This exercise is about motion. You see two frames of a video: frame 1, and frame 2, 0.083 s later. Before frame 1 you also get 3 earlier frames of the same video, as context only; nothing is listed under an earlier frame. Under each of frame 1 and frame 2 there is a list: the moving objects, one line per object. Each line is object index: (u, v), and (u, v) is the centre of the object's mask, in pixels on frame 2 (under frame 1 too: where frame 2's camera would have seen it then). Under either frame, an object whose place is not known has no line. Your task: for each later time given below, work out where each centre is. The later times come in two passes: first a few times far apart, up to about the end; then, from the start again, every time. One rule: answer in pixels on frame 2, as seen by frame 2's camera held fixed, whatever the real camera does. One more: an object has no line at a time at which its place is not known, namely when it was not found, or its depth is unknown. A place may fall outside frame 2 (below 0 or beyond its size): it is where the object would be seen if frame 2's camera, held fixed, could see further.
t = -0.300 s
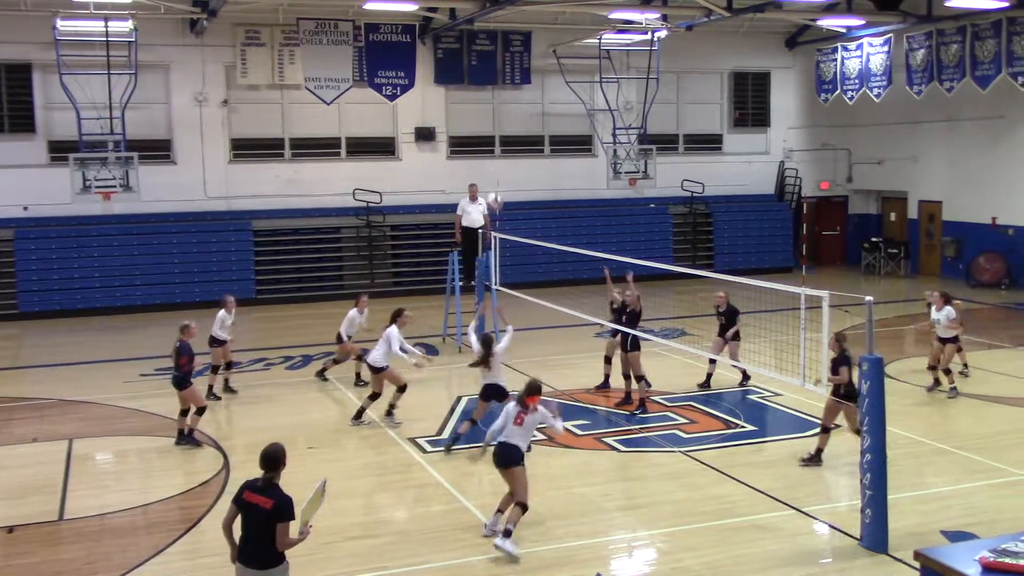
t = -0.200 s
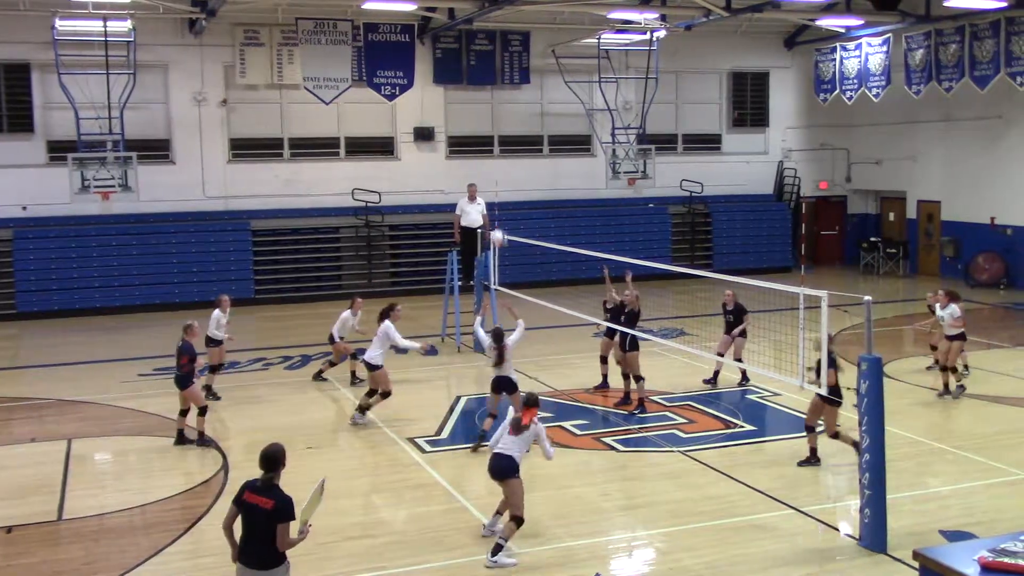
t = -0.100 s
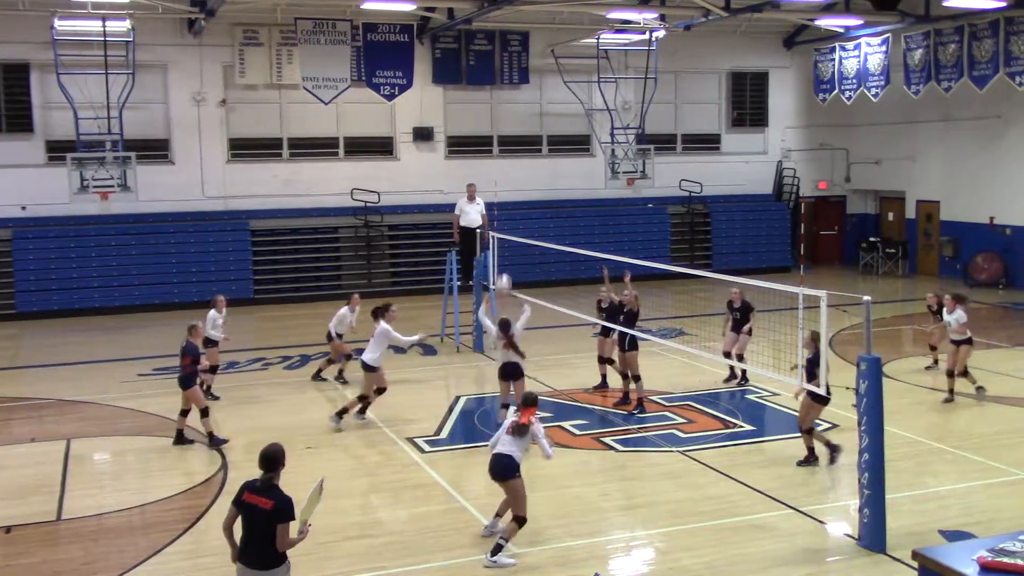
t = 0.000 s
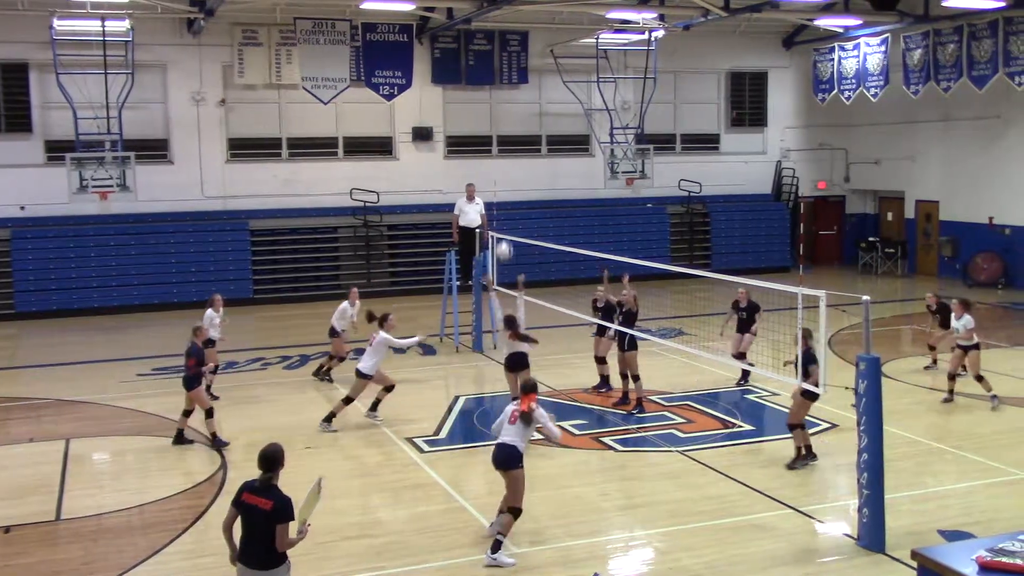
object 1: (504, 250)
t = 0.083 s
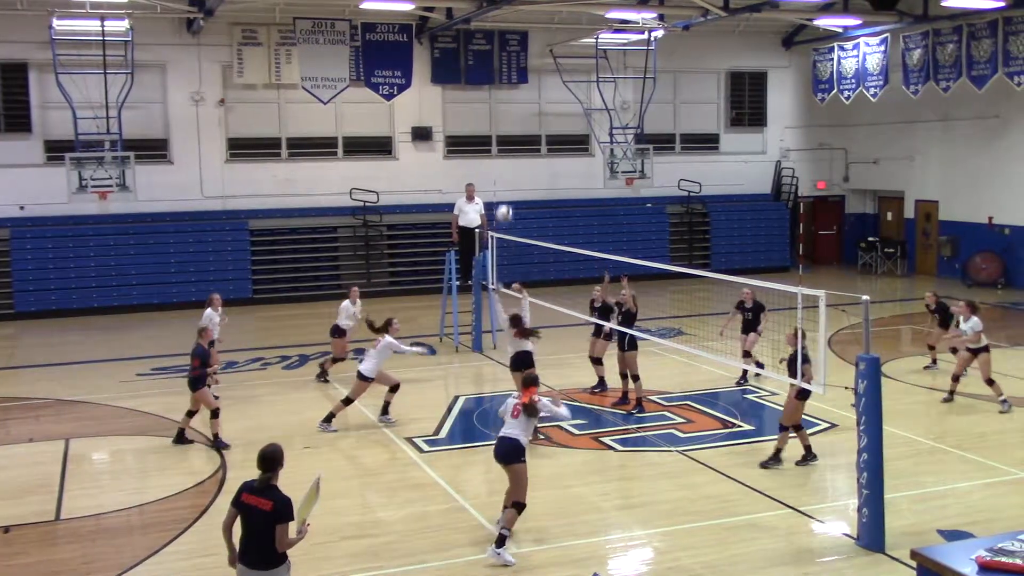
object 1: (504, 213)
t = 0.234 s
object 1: (506, 161)
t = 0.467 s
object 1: (507, 112)
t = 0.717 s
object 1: (511, 114)
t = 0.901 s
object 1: (514, 144)
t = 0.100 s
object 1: (504, 206)
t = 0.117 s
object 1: (505, 200)
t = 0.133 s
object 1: (504, 194)
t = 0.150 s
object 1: (503, 187)
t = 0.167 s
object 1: (504, 181)
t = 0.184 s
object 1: (504, 177)
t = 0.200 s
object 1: (505, 171)
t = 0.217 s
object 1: (505, 166)
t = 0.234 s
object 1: (506, 161)
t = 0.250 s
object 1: (505, 156)
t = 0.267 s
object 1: (506, 151)
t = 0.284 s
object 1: (506, 147)
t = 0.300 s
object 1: (506, 143)
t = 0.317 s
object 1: (507, 139)
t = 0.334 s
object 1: (507, 136)
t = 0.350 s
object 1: (507, 132)
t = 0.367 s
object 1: (507, 128)
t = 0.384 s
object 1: (507, 125)
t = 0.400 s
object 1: (507, 122)
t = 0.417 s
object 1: (507, 119)
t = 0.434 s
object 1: (507, 117)
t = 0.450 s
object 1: (507, 113)
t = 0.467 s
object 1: (507, 112)
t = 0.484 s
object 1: (507, 110)
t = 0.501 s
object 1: (508, 111)
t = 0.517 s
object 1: (508, 110)
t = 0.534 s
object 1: (508, 109)
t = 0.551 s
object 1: (509, 108)
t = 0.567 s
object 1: (509, 108)
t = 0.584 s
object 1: (509, 107)
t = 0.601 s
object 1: (509, 107)
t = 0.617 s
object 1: (510, 108)
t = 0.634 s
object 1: (510, 108)
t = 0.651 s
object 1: (510, 108)
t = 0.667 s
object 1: (510, 109)
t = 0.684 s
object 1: (511, 110)
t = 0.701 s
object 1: (511, 112)
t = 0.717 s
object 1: (511, 114)
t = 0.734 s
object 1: (511, 116)
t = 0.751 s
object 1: (511, 117)
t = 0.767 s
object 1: (512, 119)
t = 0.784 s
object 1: (512, 122)
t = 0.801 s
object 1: (513, 124)
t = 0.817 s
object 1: (513, 127)
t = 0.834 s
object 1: (513, 130)
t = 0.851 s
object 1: (514, 133)
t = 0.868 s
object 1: (514, 137)
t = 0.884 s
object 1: (514, 140)
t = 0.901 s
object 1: (514, 144)
